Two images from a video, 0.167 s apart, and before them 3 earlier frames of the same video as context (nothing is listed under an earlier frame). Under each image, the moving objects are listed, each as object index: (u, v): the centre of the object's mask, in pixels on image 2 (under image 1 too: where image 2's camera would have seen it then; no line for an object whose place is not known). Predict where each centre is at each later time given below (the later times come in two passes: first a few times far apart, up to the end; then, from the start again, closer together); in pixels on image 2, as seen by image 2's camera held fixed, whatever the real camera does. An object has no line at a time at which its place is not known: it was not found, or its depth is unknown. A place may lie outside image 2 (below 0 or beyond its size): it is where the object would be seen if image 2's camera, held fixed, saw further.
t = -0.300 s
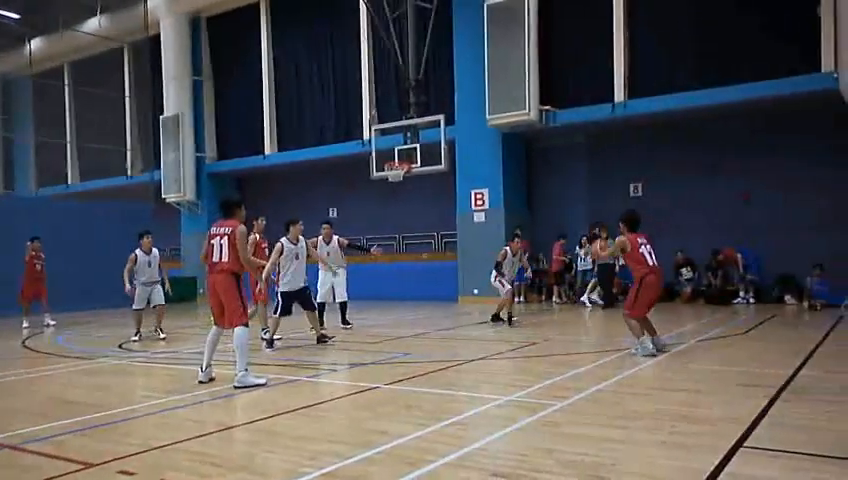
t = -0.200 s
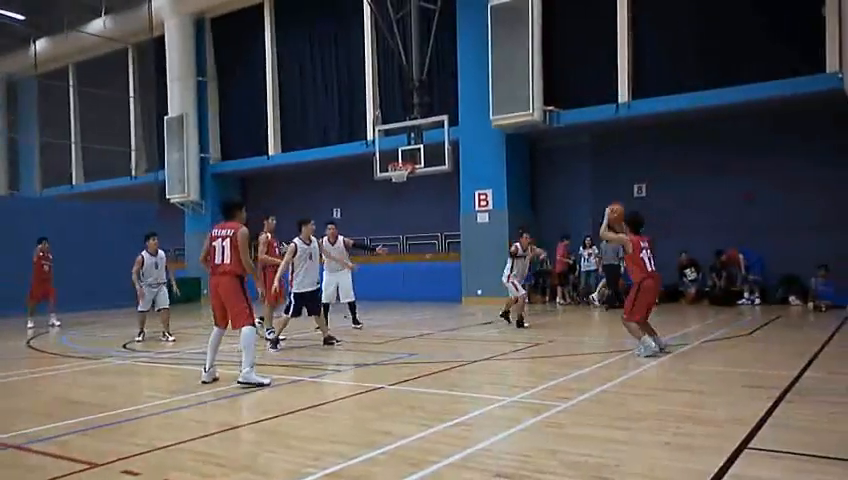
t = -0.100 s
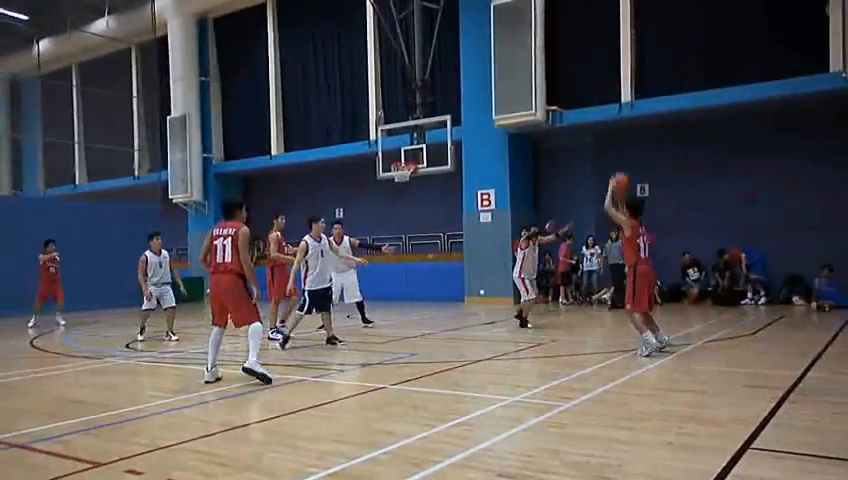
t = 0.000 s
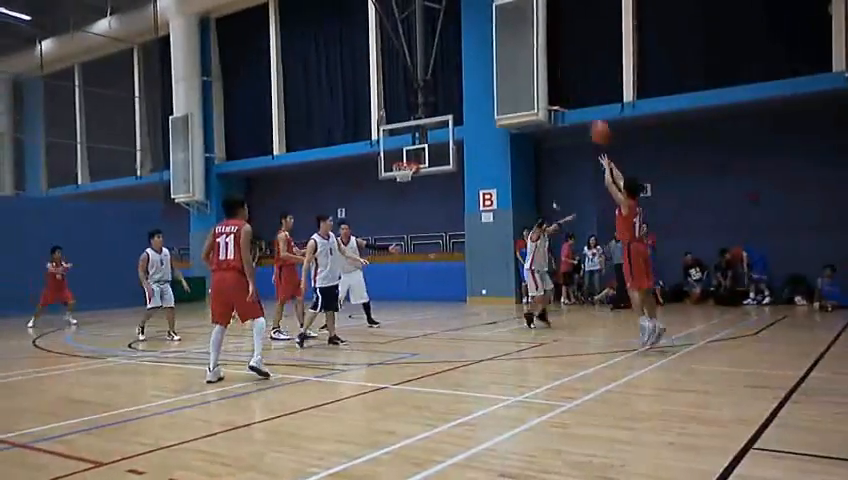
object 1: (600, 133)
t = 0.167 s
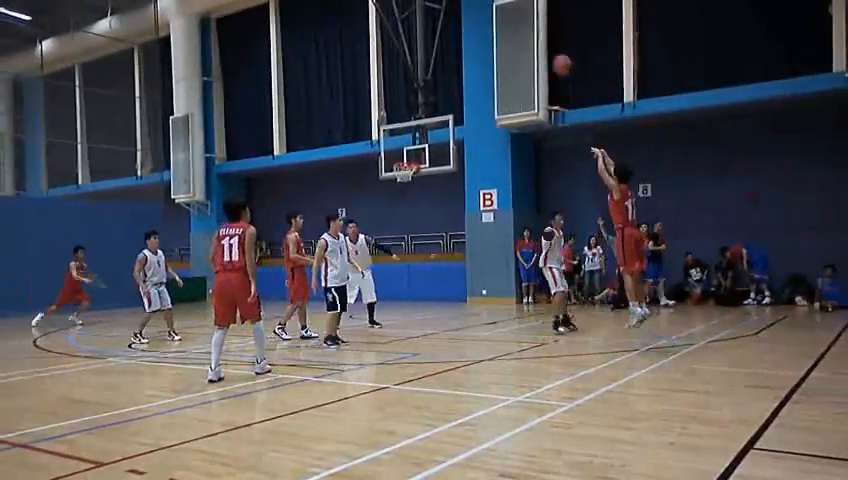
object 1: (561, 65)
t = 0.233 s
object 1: (549, 47)
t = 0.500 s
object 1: (504, 10)
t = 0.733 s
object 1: (473, 18)
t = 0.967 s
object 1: (449, 55)
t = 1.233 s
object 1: (426, 123)
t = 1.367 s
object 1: (419, 159)
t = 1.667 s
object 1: (502, 197)
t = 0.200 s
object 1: (555, 55)
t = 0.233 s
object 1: (549, 47)
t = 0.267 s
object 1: (543, 39)
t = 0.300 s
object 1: (536, 32)
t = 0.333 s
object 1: (531, 25)
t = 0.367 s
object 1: (524, 20)
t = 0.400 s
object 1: (520, 17)
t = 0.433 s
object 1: (514, 13)
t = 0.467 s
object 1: (510, 11)
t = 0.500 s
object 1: (504, 10)
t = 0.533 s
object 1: (500, 9)
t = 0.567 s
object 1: (495, 9)
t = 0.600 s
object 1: (491, 9)
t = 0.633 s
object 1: (486, 10)
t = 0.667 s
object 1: (481, 12)
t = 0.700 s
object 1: (477, 15)
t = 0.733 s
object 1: (473, 18)
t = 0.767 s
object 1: (470, 22)
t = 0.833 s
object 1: (462, 31)
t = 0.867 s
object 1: (458, 36)
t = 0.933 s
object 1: (452, 48)
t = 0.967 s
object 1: (449, 55)
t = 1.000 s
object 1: (445, 62)
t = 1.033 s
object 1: (442, 70)
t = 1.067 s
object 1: (439, 78)
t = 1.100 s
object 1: (436, 86)
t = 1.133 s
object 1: (434, 95)
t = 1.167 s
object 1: (431, 104)
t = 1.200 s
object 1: (429, 112)
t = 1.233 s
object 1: (426, 123)
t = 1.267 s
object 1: (422, 135)
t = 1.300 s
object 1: (421, 142)
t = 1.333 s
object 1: (418, 155)
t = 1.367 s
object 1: (419, 159)
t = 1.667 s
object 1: (502, 197)
